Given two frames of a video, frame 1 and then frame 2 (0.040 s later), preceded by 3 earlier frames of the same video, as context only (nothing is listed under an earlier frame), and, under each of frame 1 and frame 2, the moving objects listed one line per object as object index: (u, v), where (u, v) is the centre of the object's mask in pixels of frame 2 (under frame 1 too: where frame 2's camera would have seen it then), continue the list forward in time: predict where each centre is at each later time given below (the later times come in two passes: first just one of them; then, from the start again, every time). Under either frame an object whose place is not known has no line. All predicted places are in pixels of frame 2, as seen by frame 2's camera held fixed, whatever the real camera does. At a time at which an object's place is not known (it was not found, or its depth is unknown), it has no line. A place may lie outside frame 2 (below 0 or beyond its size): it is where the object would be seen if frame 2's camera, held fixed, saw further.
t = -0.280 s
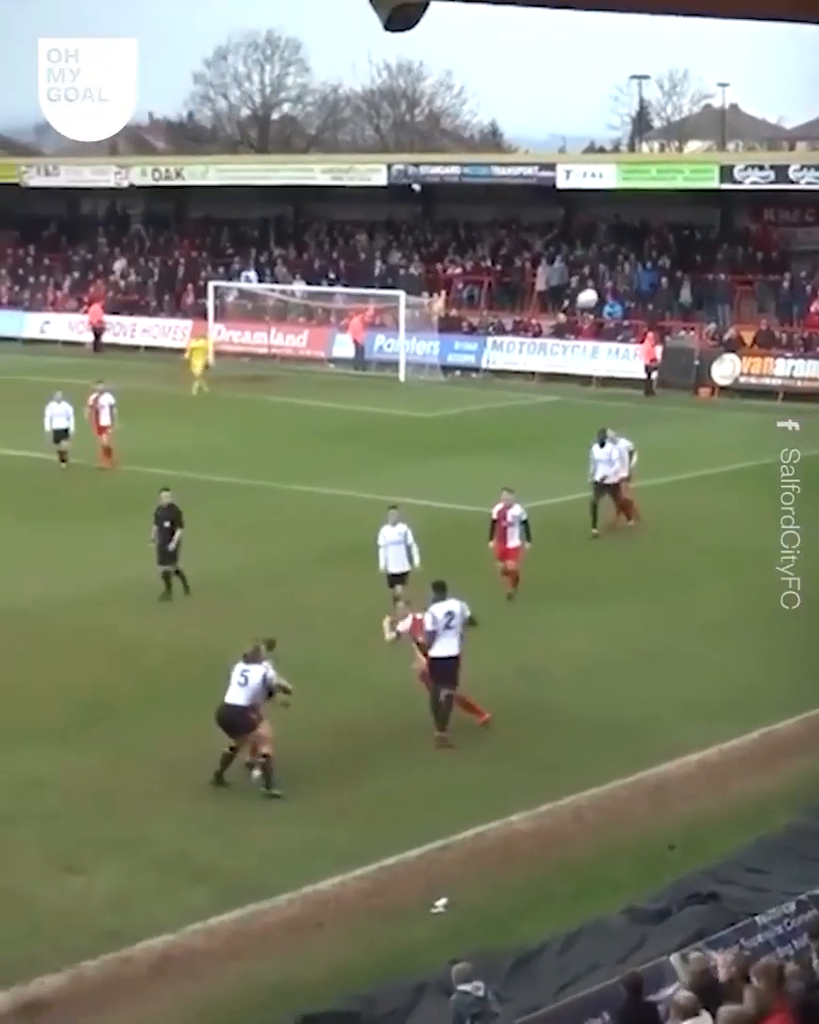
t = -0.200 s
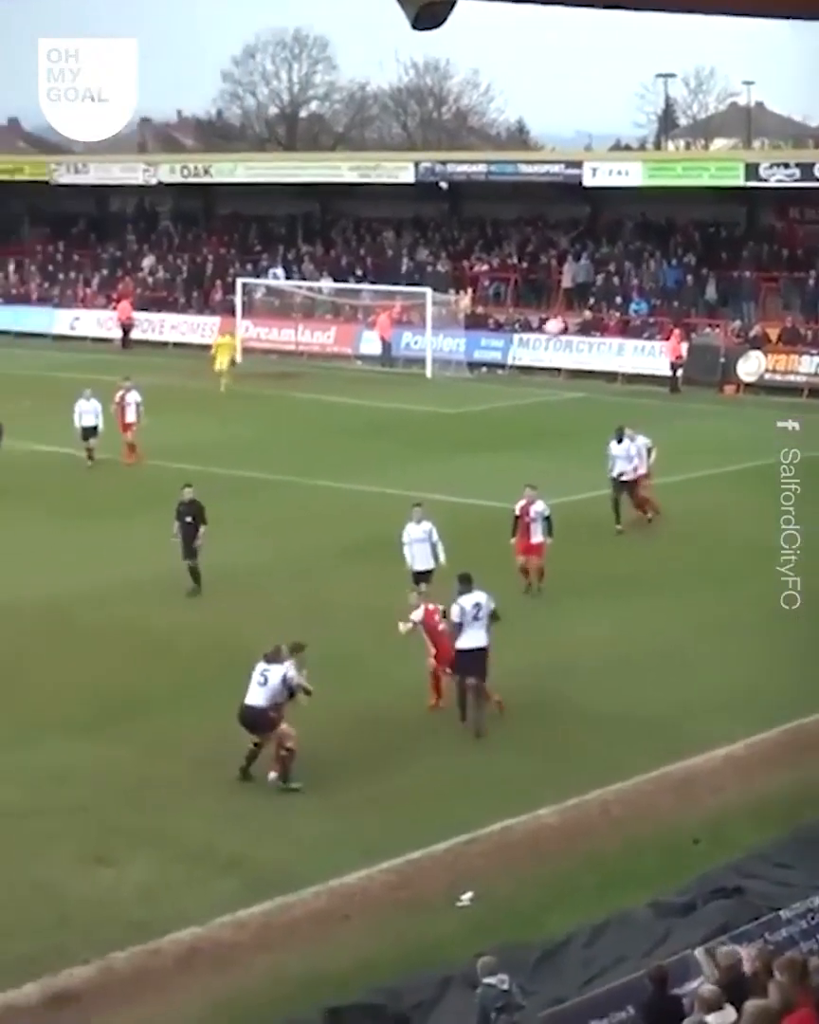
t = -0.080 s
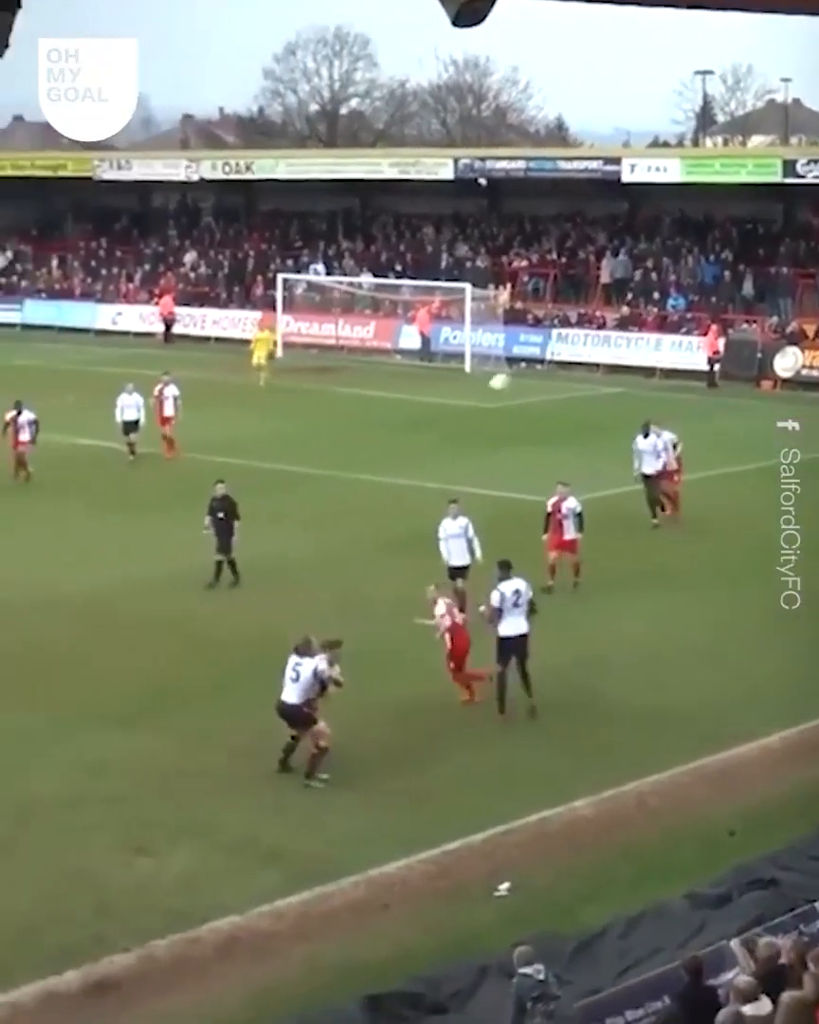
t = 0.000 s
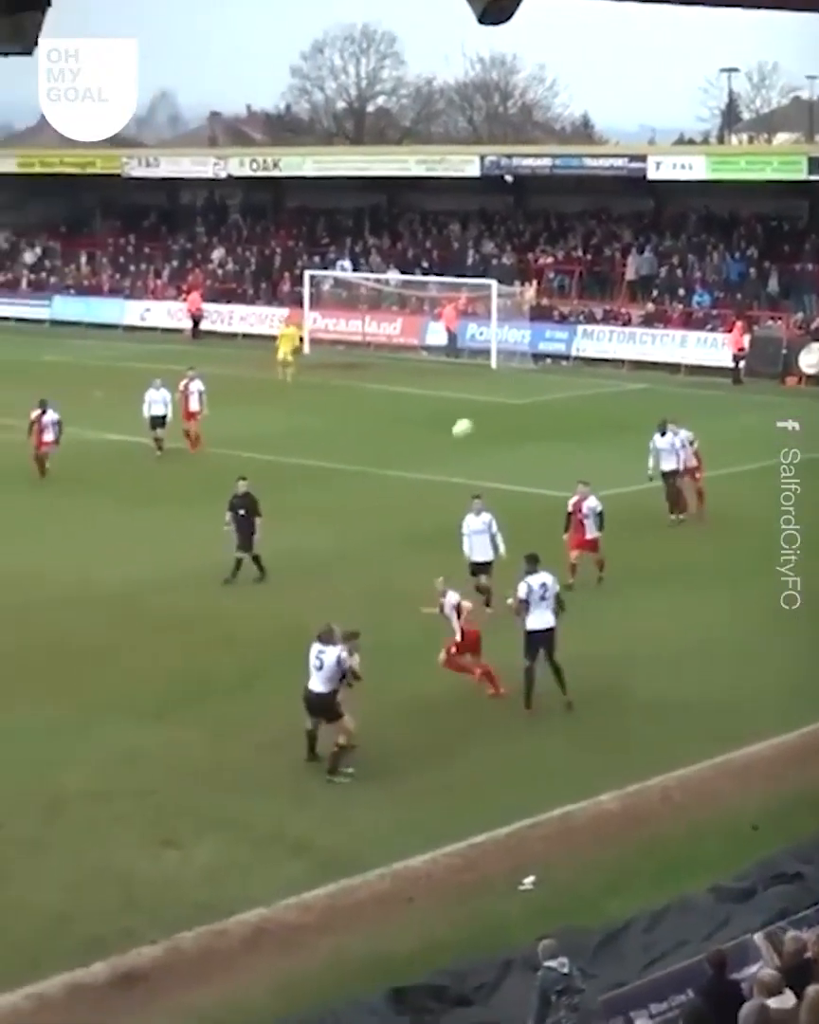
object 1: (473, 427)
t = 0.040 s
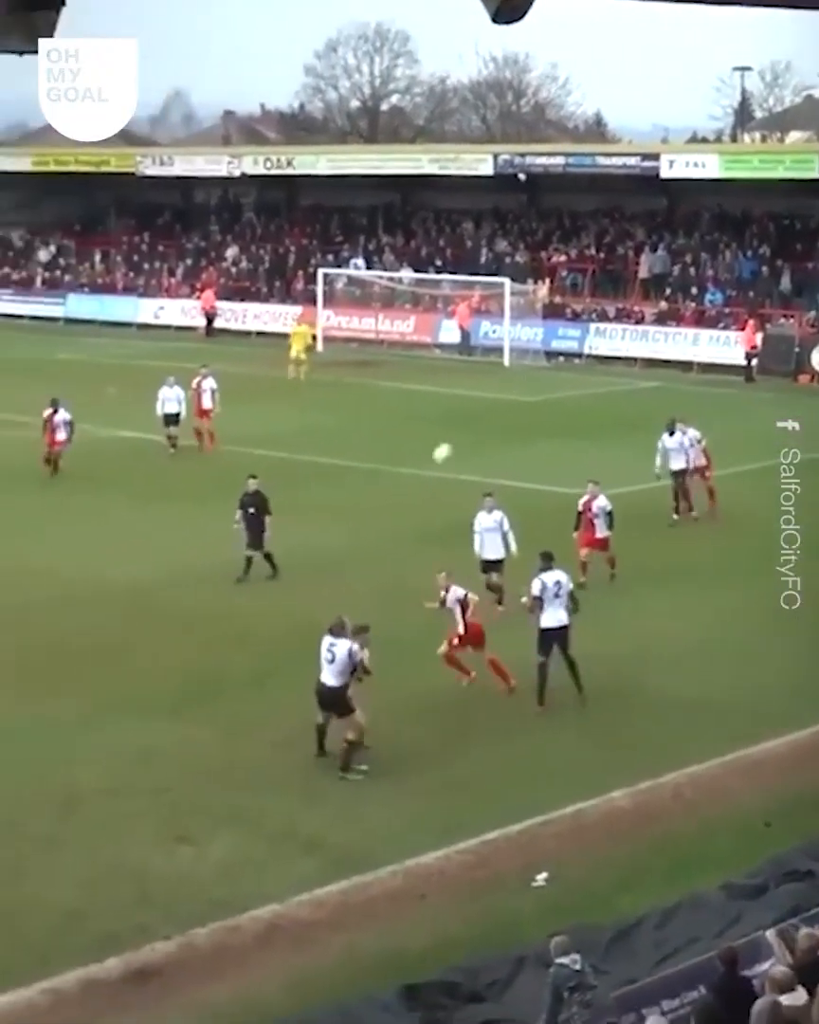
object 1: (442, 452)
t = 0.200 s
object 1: (316, 583)
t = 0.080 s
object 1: (412, 483)
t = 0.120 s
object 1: (381, 514)
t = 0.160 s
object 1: (348, 549)
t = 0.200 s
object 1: (316, 583)
